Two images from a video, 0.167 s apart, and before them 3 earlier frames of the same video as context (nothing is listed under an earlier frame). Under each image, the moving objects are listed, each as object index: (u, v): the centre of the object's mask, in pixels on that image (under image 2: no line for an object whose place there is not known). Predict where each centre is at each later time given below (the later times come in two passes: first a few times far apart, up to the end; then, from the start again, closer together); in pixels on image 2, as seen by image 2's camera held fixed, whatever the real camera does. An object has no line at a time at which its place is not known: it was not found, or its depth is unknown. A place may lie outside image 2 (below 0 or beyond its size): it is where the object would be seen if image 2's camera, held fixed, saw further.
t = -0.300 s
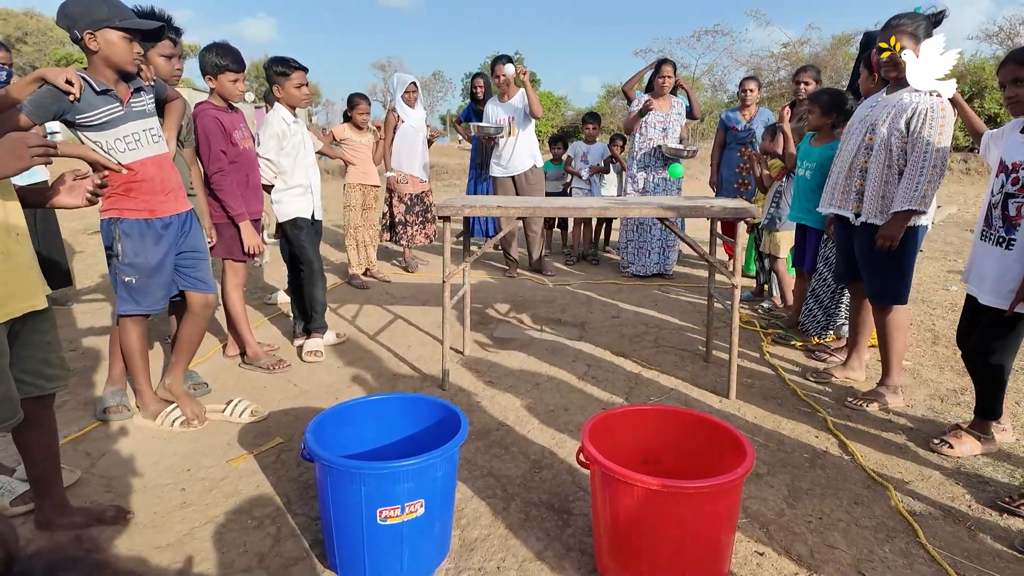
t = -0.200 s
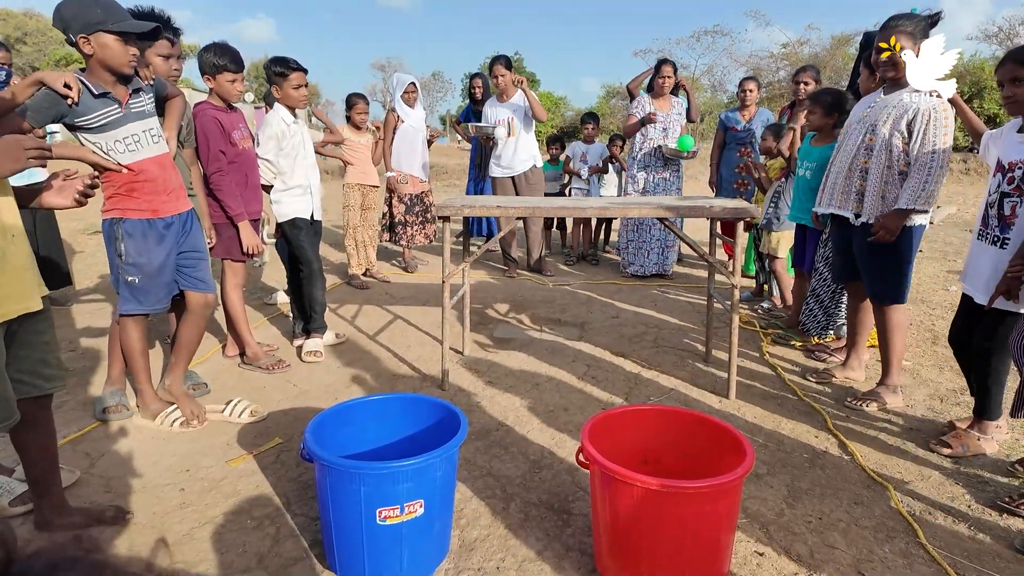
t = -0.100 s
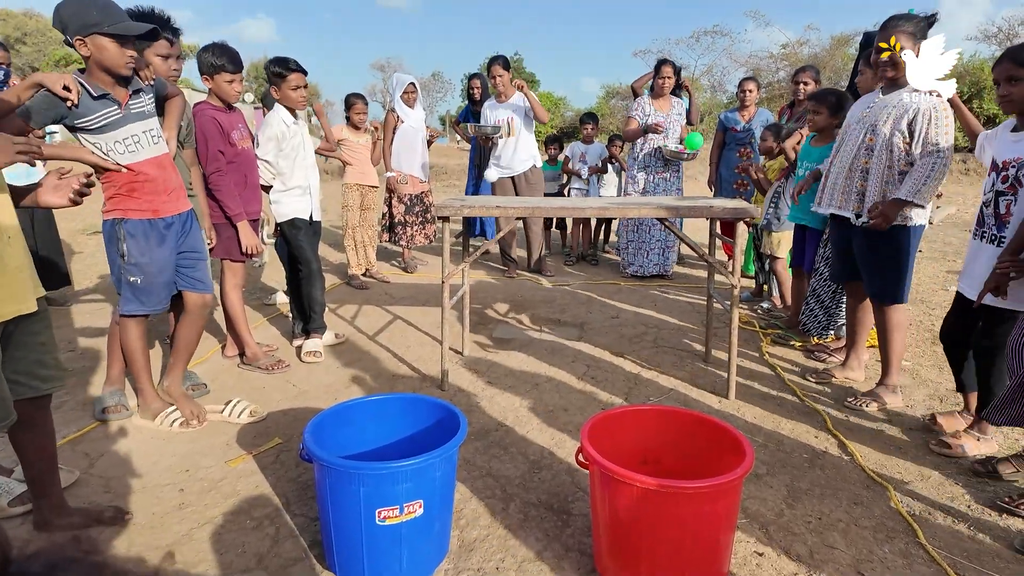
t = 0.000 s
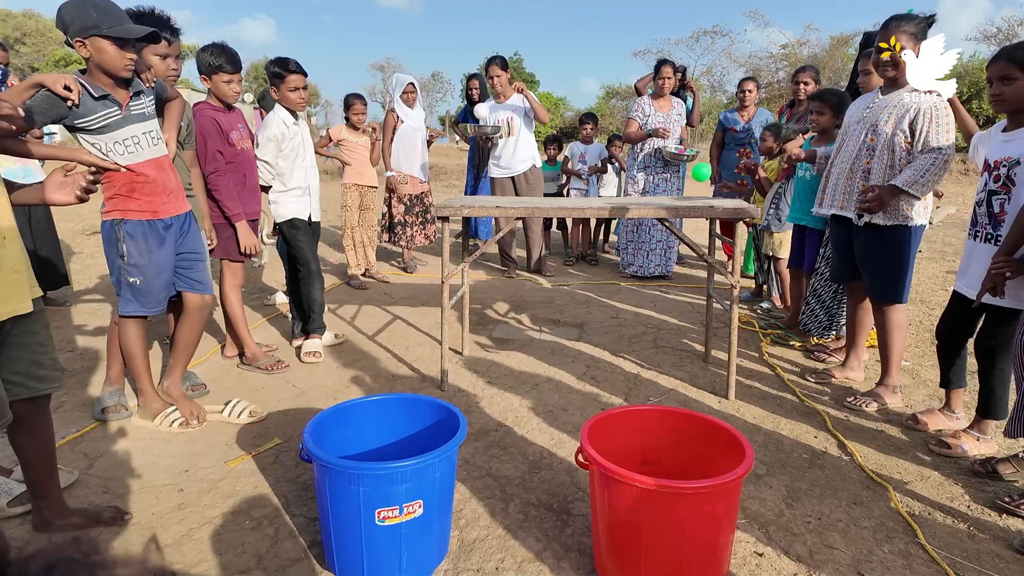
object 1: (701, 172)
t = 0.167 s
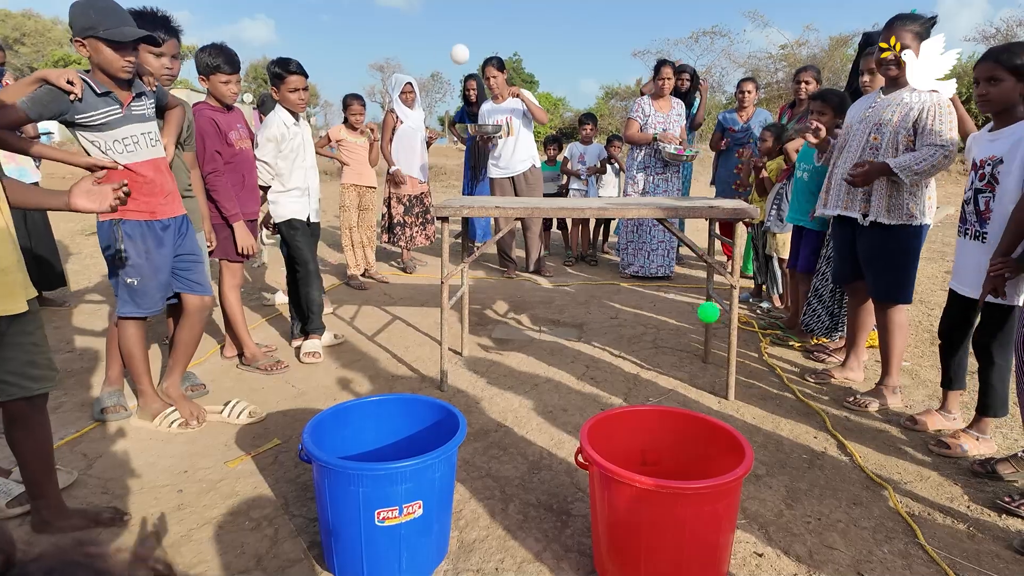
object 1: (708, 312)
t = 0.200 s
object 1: (709, 355)
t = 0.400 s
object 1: (719, 410)
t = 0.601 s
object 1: (726, 327)
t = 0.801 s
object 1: (720, 412)
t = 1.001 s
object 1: (640, 447)
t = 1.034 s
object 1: (624, 456)
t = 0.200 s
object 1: (709, 355)
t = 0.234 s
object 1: (710, 403)
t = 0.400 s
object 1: (719, 410)
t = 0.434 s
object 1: (721, 388)
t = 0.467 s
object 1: (722, 369)
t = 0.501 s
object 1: (724, 353)
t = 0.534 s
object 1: (725, 340)
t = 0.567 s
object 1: (726, 332)
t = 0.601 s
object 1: (726, 327)
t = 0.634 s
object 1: (727, 328)
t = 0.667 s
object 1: (726, 333)
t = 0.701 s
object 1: (726, 344)
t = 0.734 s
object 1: (724, 361)
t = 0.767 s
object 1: (722, 383)
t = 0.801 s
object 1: (720, 412)
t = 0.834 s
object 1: (717, 447)
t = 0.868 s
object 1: (705, 452)
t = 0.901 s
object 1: (688, 444)
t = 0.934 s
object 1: (672, 440)
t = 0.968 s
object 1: (656, 441)
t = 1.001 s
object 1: (640, 447)
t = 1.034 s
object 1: (624, 456)
